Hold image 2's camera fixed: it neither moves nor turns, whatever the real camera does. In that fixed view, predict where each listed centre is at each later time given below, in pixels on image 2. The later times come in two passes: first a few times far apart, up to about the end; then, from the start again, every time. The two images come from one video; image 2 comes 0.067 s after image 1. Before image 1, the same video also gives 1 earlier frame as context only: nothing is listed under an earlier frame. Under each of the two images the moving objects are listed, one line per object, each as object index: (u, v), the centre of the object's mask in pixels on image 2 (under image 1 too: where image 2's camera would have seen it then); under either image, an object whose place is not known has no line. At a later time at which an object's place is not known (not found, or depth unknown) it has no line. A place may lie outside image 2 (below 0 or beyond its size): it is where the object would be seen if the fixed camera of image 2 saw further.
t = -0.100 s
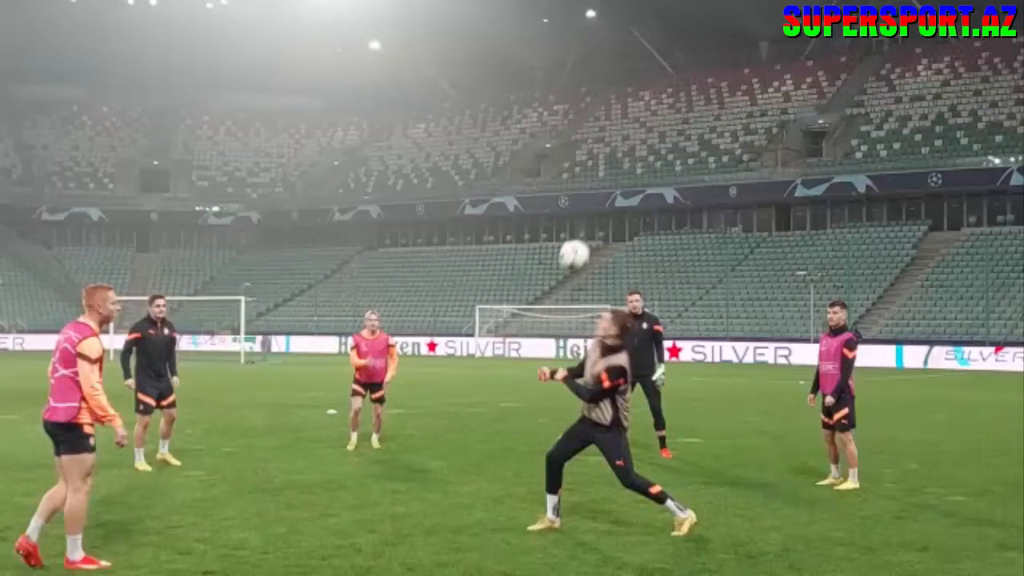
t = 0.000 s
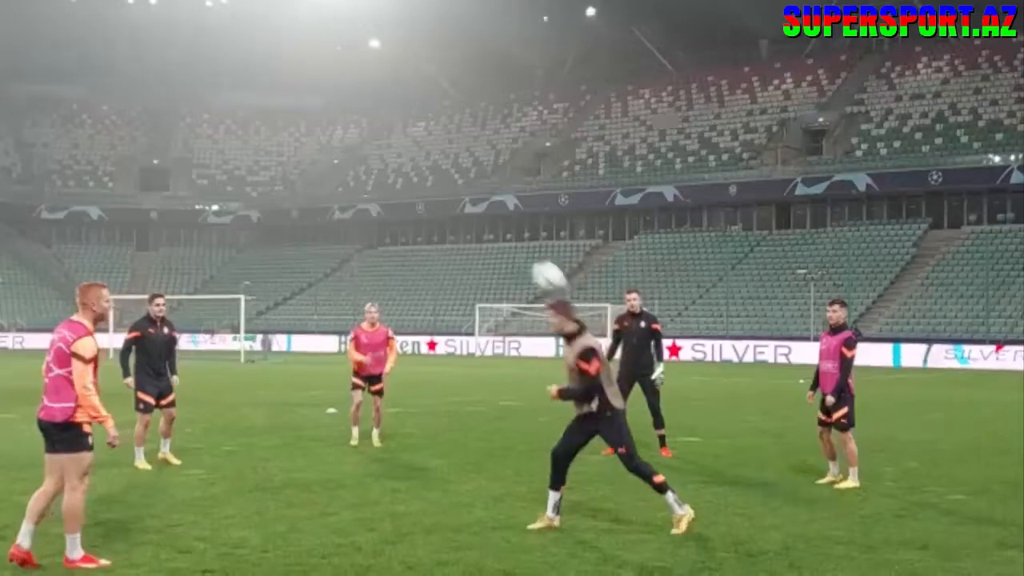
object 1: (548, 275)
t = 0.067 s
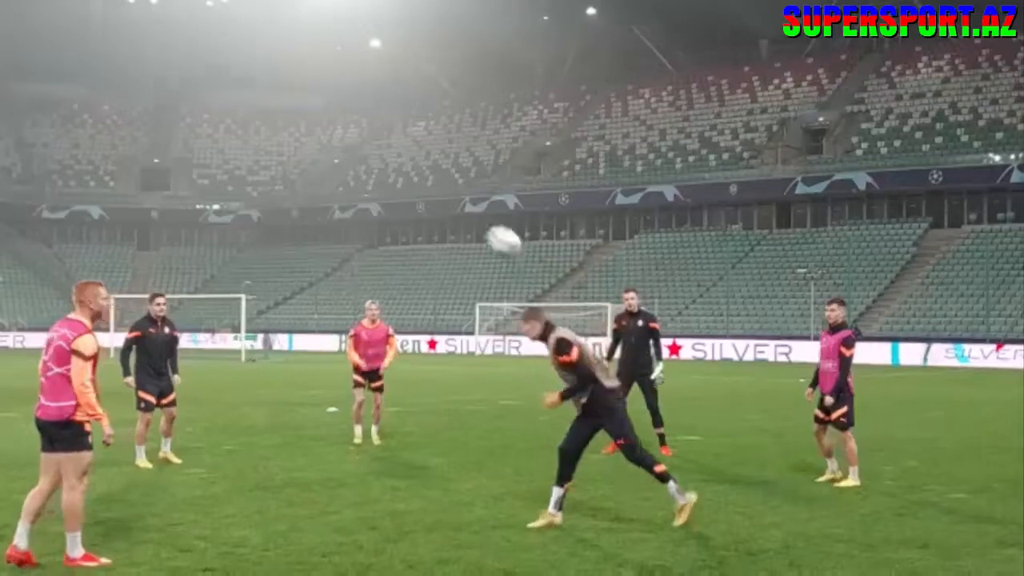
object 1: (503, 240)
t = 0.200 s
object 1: (420, 187)
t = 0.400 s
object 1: (305, 155)
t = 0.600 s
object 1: (201, 170)
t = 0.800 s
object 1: (104, 222)
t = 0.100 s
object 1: (482, 225)
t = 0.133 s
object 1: (460, 211)
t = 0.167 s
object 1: (440, 199)
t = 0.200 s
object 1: (420, 187)
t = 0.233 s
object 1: (400, 179)
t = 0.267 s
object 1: (380, 172)
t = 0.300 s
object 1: (361, 166)
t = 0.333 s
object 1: (342, 161)
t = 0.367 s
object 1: (324, 158)
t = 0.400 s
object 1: (305, 155)
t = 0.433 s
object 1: (287, 155)
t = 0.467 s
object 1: (269, 155)
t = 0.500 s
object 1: (252, 157)
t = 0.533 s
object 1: (234, 160)
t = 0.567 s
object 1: (217, 164)
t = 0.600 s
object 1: (201, 170)
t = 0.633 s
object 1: (184, 176)
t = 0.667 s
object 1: (168, 182)
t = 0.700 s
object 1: (152, 190)
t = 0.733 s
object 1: (136, 200)
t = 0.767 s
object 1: (119, 210)
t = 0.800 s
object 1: (104, 222)
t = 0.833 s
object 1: (90, 235)
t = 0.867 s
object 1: (74, 248)
